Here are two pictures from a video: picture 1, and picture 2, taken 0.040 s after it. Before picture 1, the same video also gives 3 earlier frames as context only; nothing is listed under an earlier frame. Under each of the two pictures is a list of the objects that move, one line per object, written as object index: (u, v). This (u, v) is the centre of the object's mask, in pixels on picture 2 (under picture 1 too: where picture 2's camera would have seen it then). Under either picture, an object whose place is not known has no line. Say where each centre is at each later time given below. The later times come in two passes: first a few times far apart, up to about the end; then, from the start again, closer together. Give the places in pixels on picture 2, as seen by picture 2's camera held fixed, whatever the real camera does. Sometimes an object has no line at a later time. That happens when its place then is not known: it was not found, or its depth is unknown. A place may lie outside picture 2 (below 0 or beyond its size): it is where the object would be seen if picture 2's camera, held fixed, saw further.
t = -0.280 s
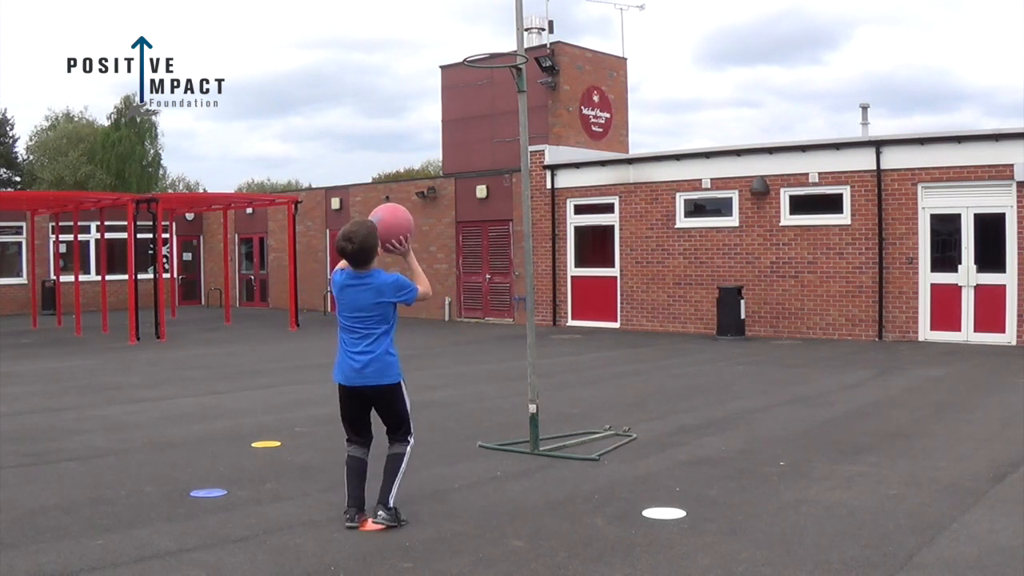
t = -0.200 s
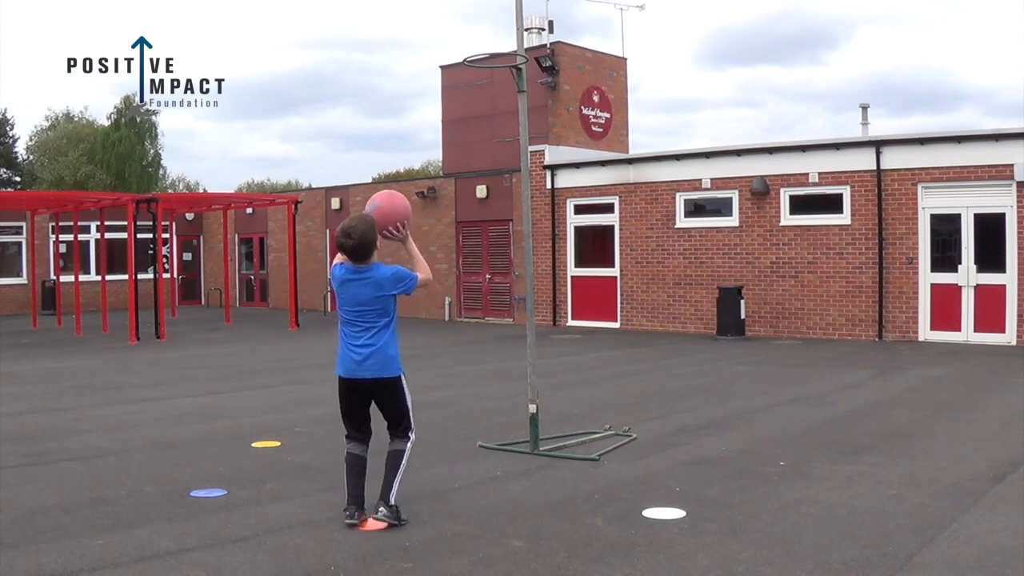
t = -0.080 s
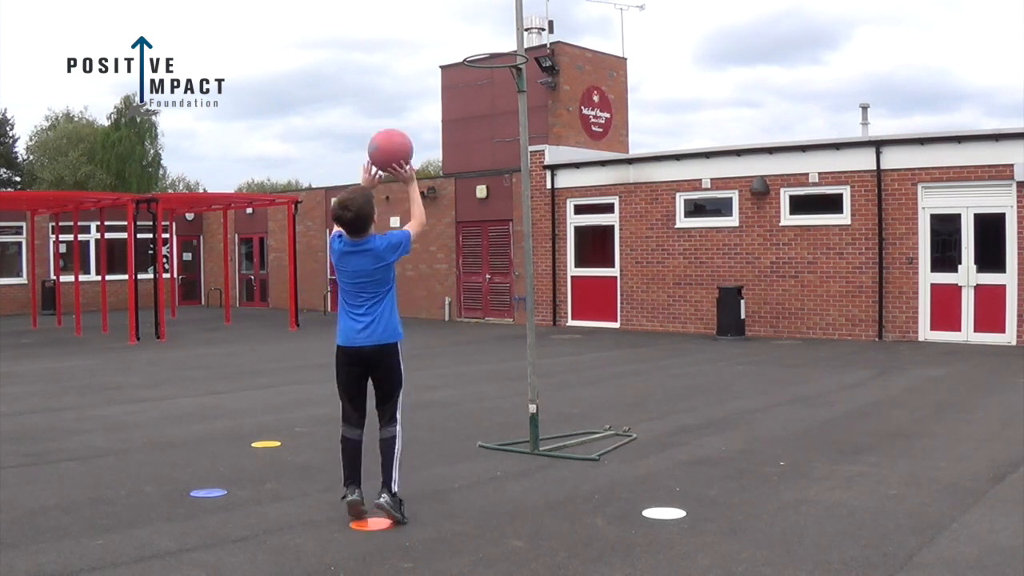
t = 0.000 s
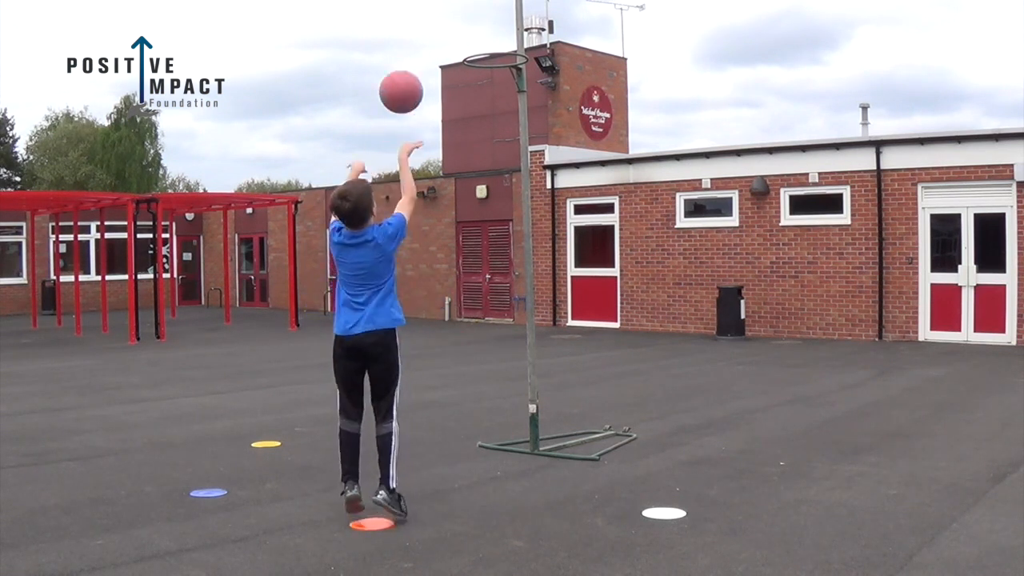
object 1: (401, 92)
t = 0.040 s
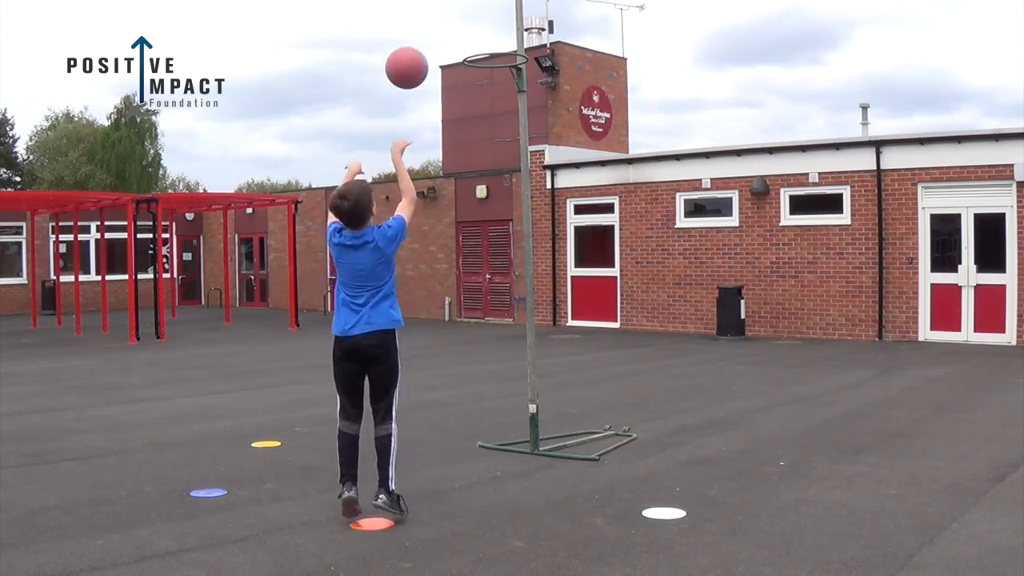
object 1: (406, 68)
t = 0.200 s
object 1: (427, 12)
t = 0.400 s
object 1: (450, 9)
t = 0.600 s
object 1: (469, 42)
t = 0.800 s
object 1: (486, 49)
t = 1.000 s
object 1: (503, 113)
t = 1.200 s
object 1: (514, 230)
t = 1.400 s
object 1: (529, 395)
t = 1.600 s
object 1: (545, 339)
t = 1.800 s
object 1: (551, 287)
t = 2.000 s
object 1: (561, 289)
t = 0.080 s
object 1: (412, 48)
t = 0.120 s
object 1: (417, 31)
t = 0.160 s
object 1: (422, 18)
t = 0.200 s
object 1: (427, 12)
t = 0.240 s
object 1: (432, 9)
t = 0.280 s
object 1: (437, 7)
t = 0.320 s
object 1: (441, 6)
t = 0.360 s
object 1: (446, 7)
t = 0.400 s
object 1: (450, 9)
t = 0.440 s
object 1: (454, 12)
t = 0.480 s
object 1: (458, 17)
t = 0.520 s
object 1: (462, 28)
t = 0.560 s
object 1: (466, 41)
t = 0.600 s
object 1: (469, 42)
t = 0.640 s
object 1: (473, 39)
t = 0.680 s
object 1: (476, 38)
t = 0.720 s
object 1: (480, 39)
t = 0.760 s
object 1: (483, 41)
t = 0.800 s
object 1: (486, 49)
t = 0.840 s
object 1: (490, 58)
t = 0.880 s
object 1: (494, 69)
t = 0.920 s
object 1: (496, 82)
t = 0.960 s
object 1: (500, 96)
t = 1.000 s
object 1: (503, 113)
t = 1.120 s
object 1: (510, 177)
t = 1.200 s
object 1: (514, 230)
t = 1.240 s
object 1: (516, 260)
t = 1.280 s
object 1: (522, 291)
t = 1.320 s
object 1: (527, 325)
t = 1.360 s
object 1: (527, 359)
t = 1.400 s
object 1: (529, 395)
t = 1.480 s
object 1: (538, 395)
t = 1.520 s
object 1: (544, 374)
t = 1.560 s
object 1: (545, 355)
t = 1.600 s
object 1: (545, 339)
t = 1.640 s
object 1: (546, 324)
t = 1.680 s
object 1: (547, 311)
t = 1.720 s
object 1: (548, 301)
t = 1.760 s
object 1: (549, 293)
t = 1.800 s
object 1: (551, 287)
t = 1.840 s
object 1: (553, 283)
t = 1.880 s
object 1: (555, 282)
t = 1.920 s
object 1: (557, 282)
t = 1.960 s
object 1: (559, 285)
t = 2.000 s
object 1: (561, 289)
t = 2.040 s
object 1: (563, 295)
